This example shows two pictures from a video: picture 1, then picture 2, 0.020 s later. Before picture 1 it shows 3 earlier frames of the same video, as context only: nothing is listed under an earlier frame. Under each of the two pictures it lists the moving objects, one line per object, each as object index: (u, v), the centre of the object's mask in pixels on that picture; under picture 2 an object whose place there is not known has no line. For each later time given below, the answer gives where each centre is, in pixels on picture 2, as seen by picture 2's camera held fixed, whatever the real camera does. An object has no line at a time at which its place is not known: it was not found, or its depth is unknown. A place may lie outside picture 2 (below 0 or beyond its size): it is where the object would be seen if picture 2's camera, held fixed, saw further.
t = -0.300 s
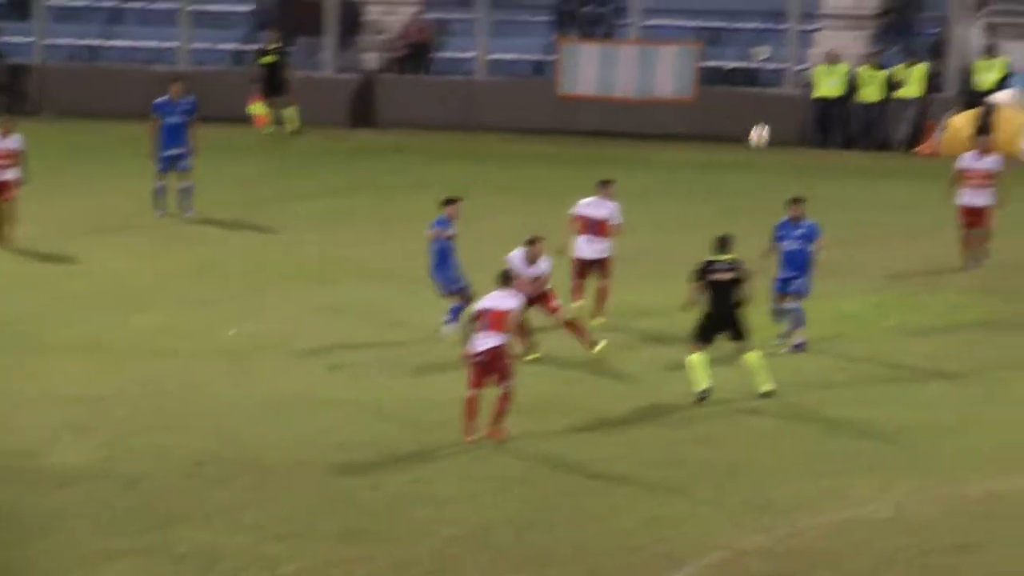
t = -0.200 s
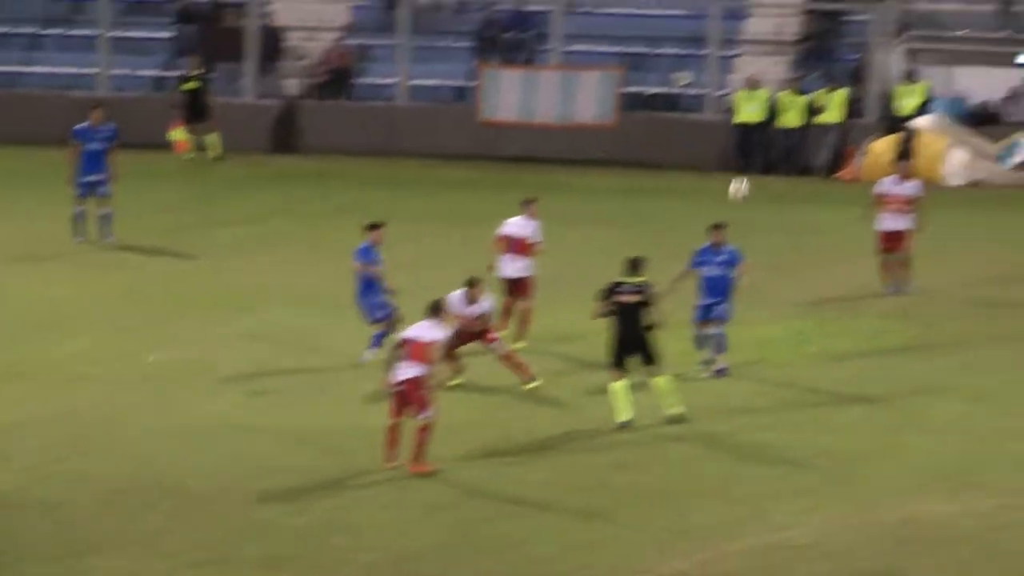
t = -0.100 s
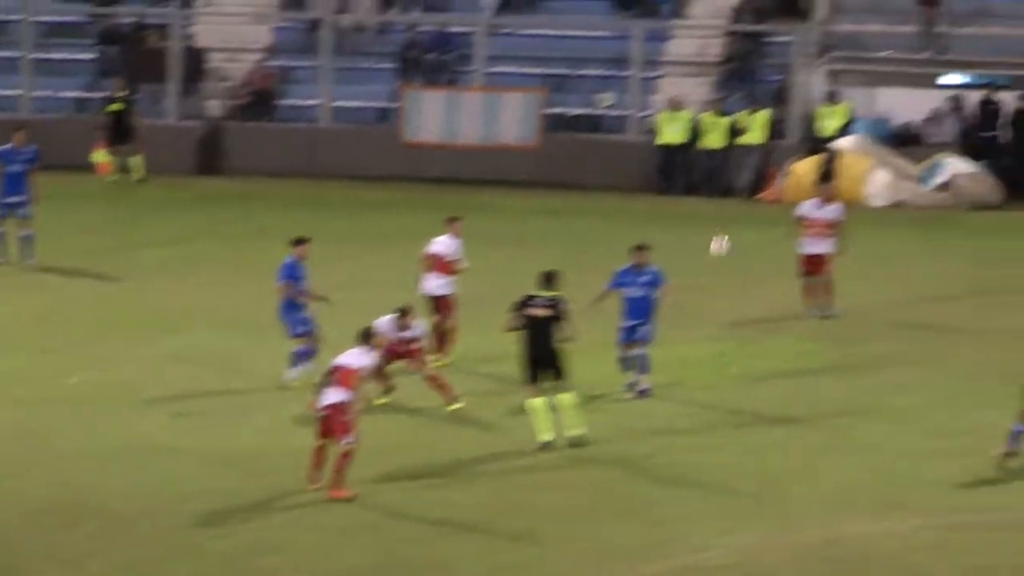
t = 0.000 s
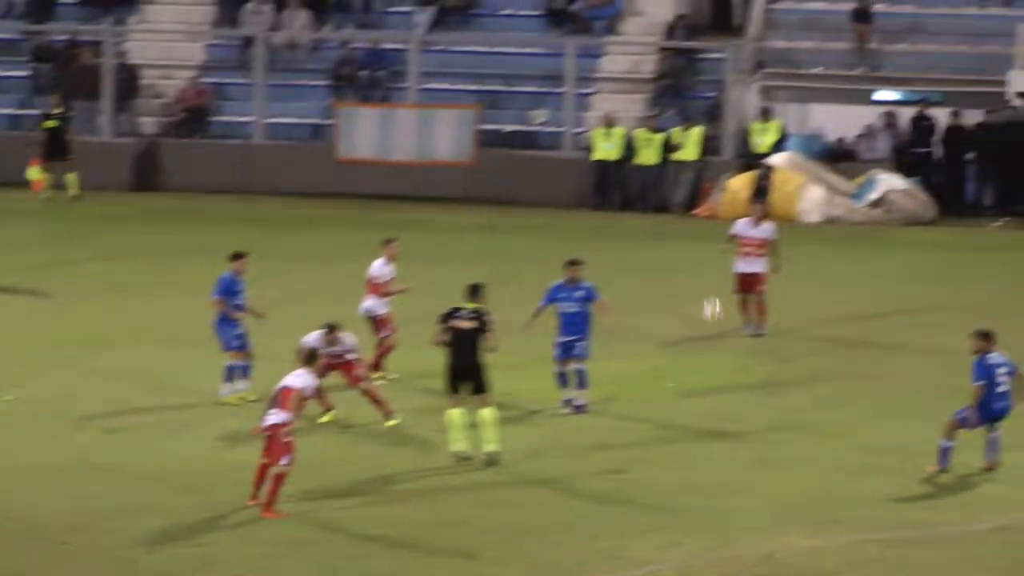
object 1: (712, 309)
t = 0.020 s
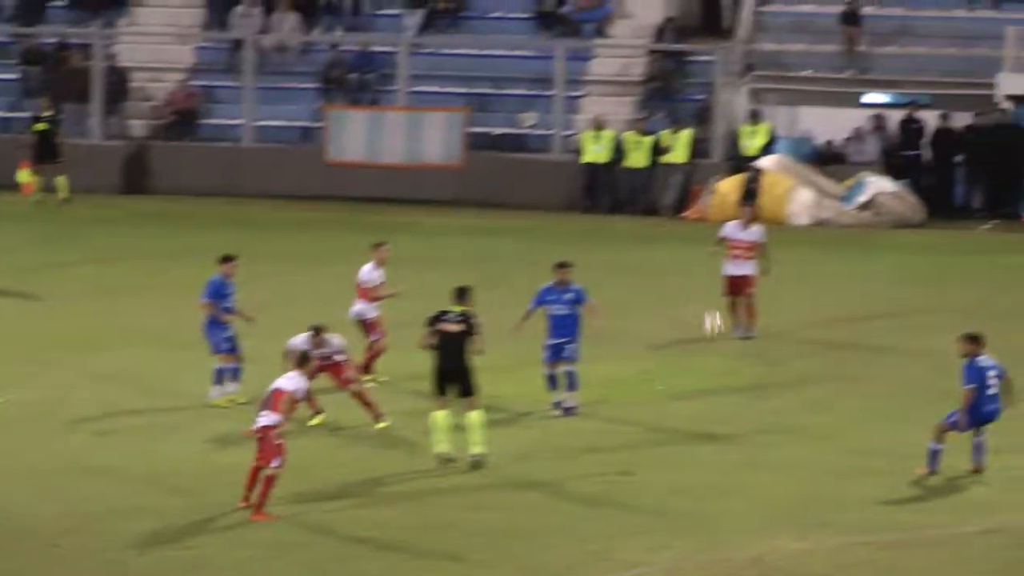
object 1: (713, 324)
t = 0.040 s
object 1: (723, 334)
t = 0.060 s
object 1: (734, 346)
